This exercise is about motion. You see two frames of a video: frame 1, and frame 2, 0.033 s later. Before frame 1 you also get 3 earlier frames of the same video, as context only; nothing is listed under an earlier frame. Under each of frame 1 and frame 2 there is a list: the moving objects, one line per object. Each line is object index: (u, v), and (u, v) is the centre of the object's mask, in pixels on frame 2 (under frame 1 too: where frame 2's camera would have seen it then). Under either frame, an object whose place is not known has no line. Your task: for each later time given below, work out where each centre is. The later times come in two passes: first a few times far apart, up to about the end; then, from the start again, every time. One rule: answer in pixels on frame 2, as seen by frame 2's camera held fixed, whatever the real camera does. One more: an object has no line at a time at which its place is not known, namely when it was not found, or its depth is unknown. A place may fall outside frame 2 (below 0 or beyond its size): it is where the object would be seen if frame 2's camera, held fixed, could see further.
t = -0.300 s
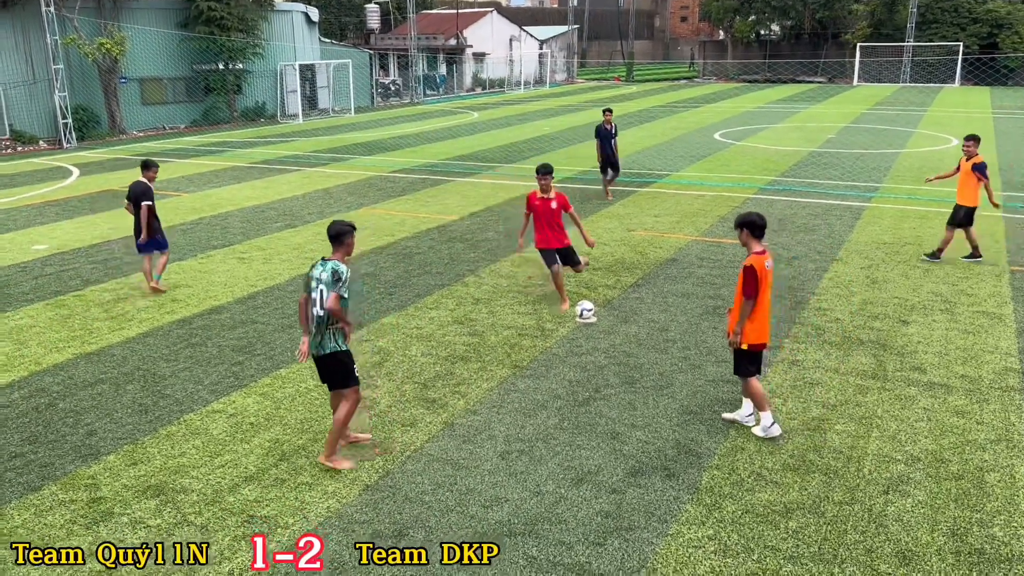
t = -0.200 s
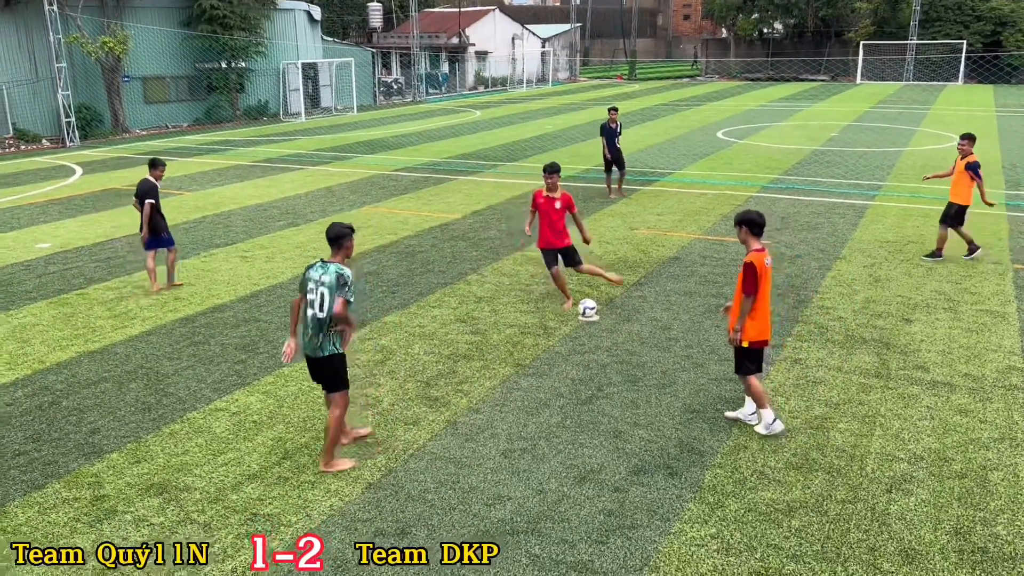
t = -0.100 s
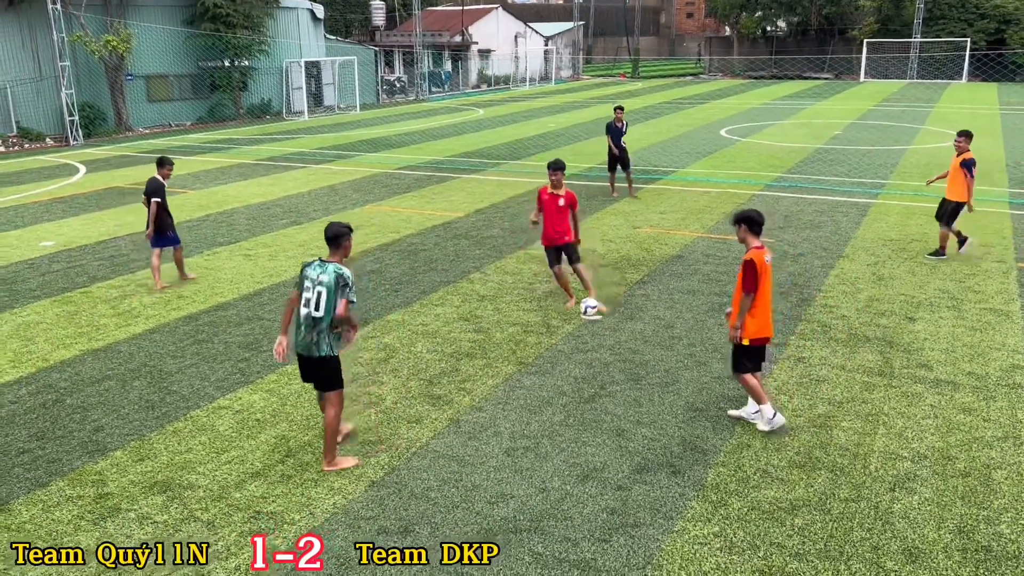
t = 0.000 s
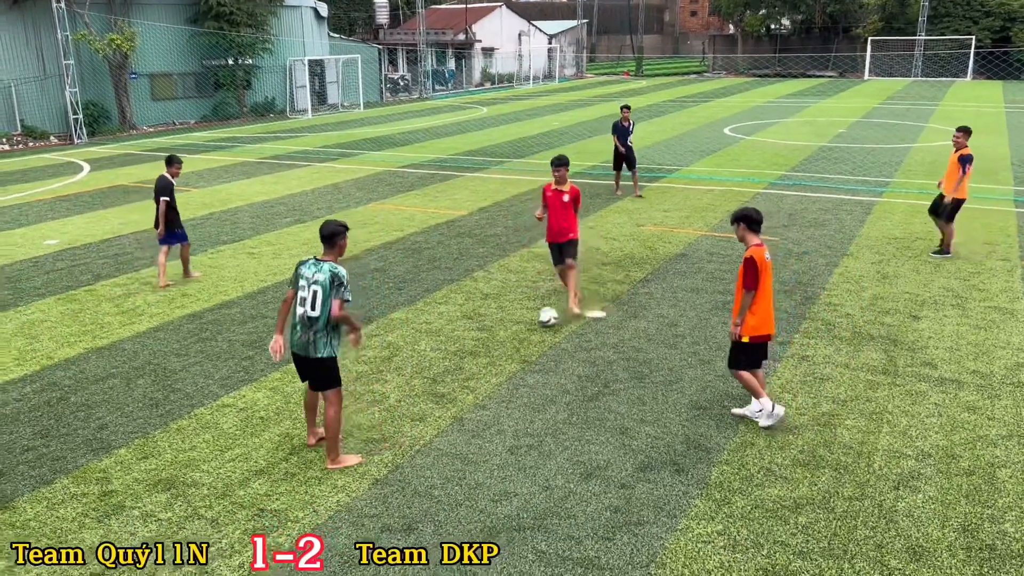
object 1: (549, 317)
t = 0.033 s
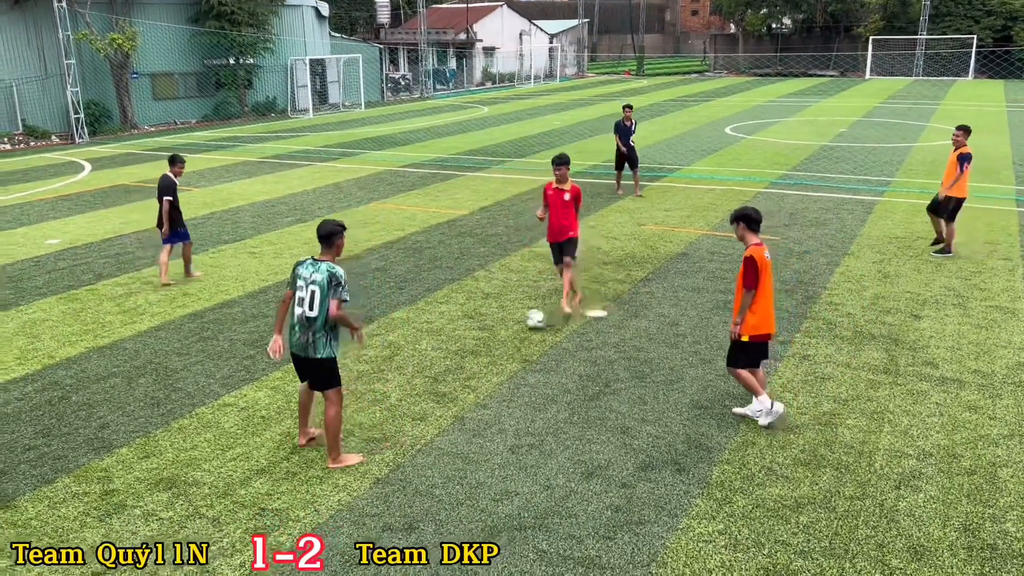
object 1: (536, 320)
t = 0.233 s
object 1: (453, 344)
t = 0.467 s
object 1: (364, 369)
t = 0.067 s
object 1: (521, 324)
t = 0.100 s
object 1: (507, 328)
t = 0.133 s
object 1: (494, 332)
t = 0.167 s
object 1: (479, 336)
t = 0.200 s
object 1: (466, 341)
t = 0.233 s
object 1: (453, 344)
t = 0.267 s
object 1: (440, 348)
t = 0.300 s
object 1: (428, 352)
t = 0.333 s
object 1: (415, 354)
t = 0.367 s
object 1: (402, 358)
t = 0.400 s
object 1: (388, 364)
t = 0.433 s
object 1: (377, 367)
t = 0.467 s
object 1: (364, 369)
